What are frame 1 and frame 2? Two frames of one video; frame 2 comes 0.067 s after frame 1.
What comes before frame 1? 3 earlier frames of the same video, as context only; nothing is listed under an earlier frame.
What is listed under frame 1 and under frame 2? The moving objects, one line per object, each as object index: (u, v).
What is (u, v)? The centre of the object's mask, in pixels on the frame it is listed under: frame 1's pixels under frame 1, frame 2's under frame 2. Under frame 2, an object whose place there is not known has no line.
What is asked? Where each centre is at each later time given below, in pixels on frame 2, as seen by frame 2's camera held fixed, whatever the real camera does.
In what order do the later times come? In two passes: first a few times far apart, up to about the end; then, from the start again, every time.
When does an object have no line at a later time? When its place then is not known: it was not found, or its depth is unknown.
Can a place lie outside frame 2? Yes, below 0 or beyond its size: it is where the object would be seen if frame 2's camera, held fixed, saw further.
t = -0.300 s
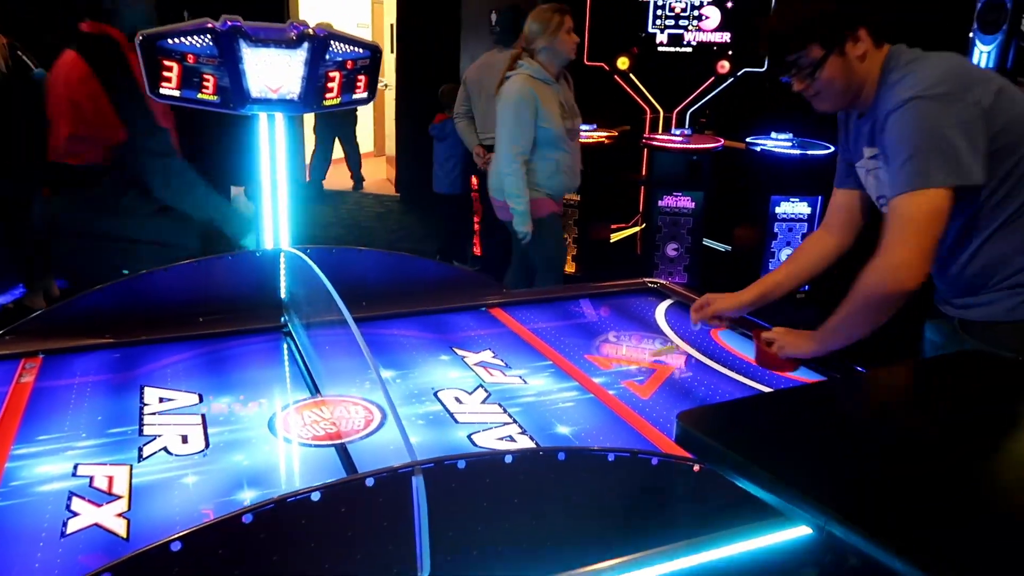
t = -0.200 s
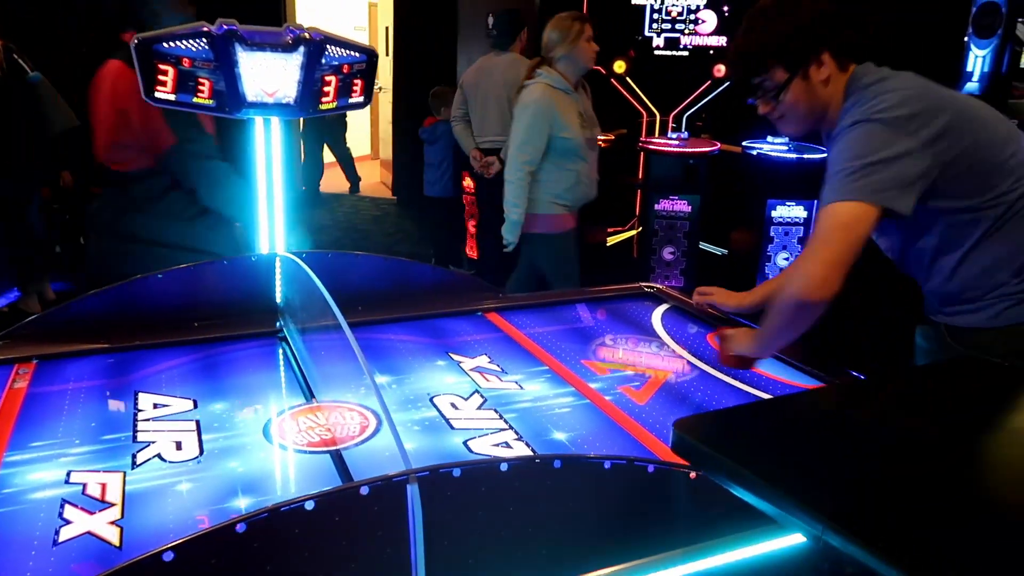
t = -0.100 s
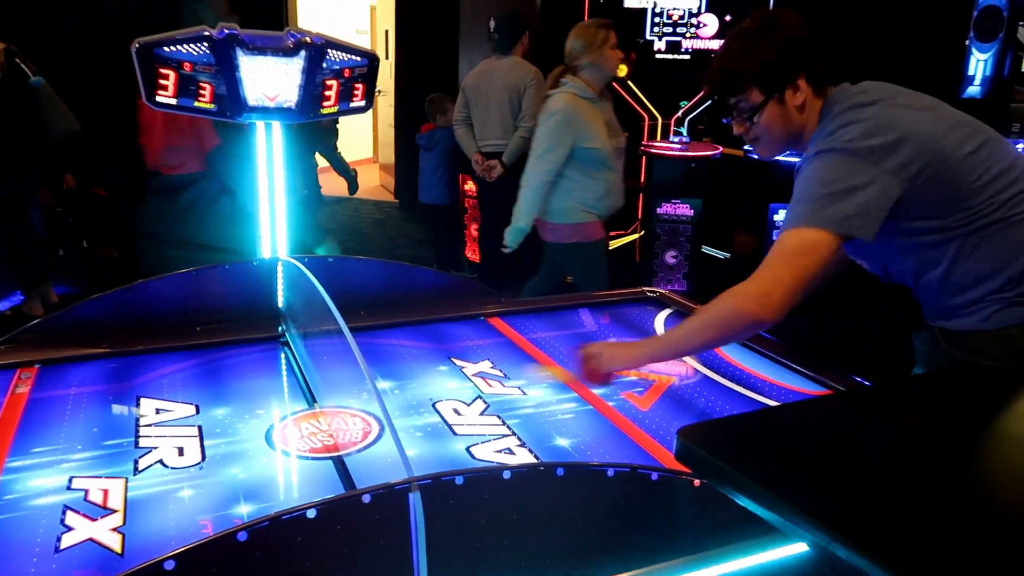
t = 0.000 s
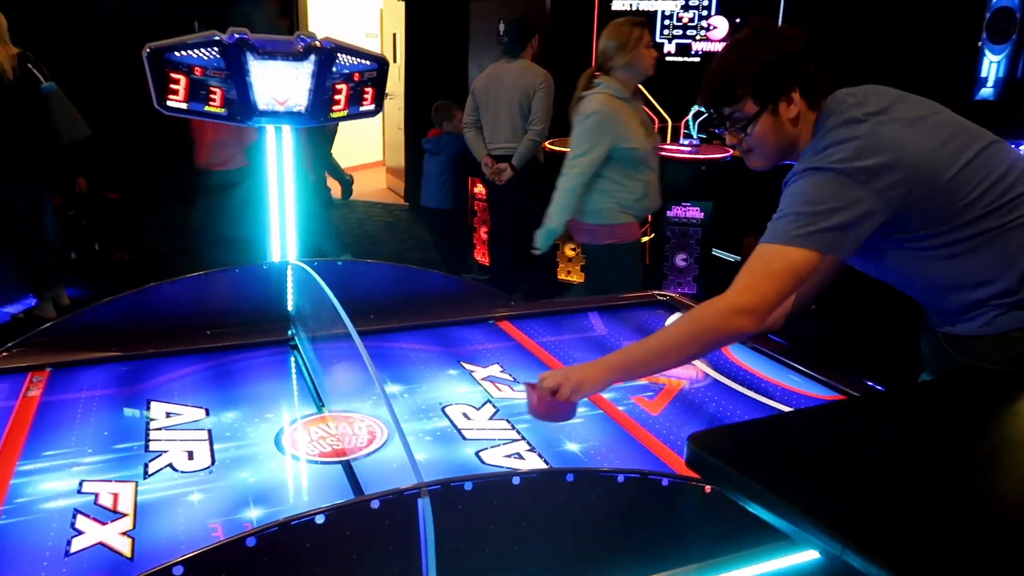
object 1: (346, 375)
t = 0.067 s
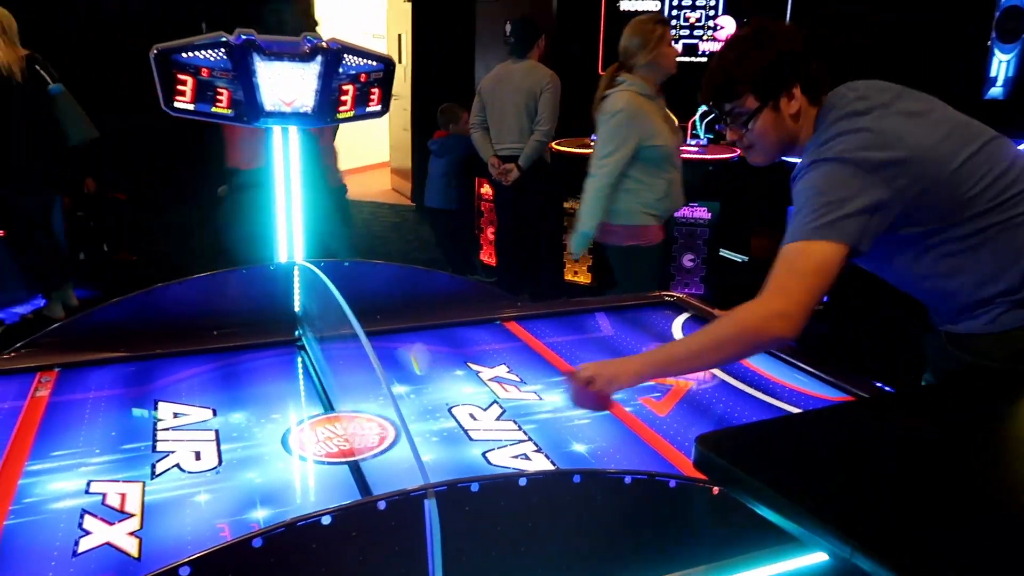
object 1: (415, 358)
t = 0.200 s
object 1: (520, 346)
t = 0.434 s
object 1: (651, 320)
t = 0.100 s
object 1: (440, 357)
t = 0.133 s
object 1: (468, 360)
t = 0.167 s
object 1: (496, 352)
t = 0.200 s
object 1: (520, 346)
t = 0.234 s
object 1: (545, 342)
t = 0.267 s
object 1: (565, 335)
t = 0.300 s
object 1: (581, 333)
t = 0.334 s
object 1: (601, 330)
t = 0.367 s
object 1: (623, 324)
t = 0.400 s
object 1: (639, 321)
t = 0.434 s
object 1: (651, 320)
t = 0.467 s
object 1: (665, 316)
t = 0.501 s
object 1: (682, 313)
